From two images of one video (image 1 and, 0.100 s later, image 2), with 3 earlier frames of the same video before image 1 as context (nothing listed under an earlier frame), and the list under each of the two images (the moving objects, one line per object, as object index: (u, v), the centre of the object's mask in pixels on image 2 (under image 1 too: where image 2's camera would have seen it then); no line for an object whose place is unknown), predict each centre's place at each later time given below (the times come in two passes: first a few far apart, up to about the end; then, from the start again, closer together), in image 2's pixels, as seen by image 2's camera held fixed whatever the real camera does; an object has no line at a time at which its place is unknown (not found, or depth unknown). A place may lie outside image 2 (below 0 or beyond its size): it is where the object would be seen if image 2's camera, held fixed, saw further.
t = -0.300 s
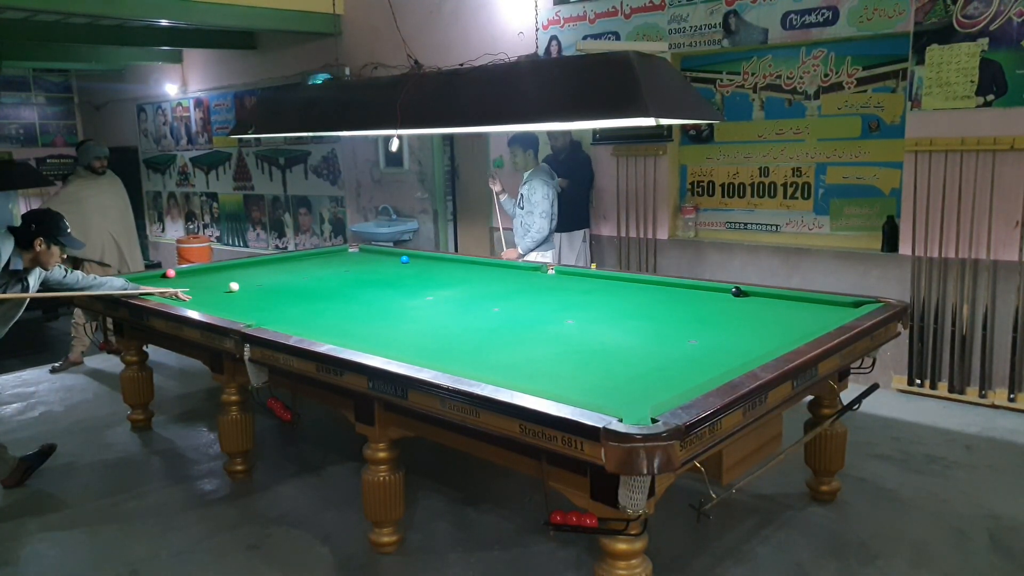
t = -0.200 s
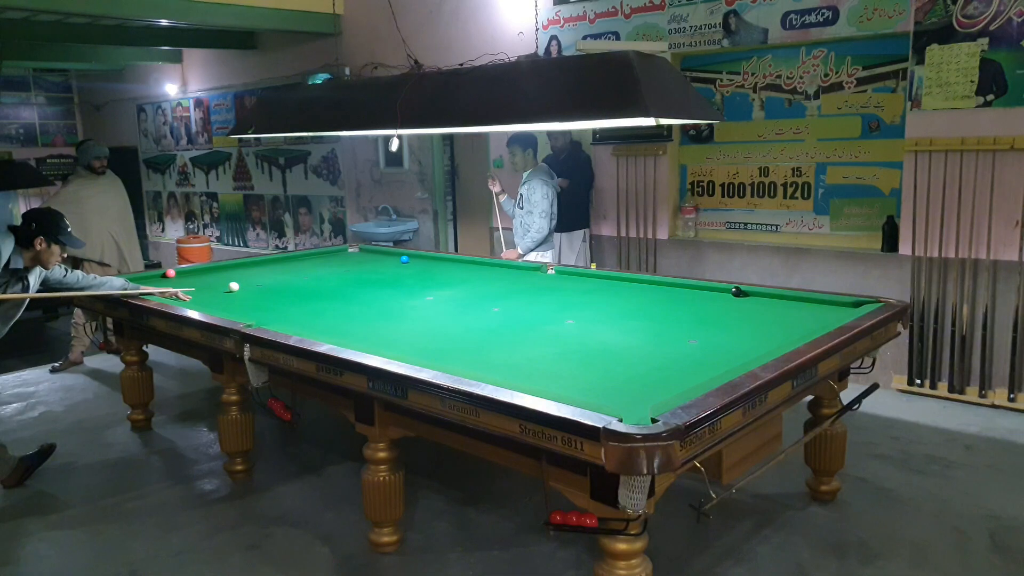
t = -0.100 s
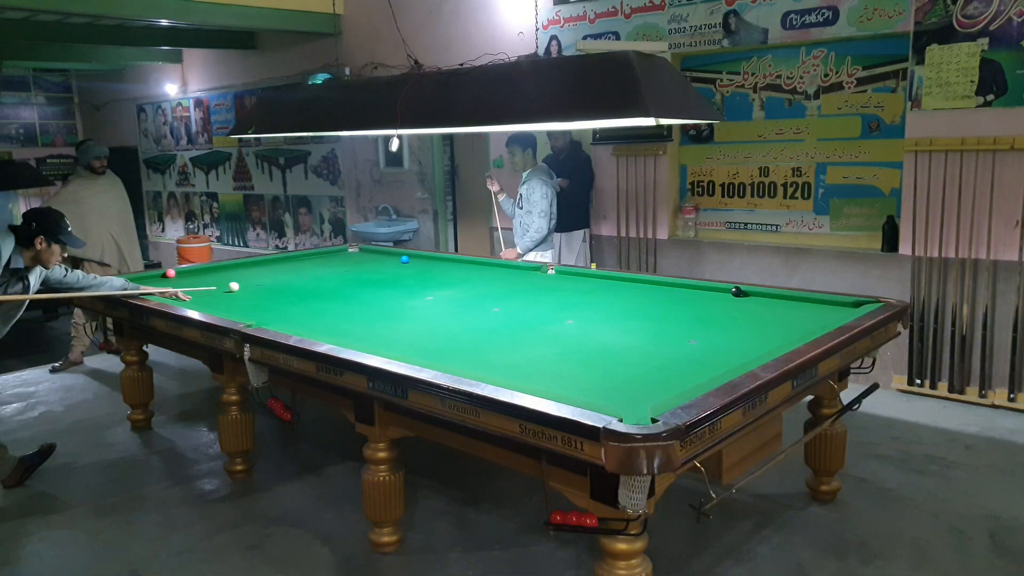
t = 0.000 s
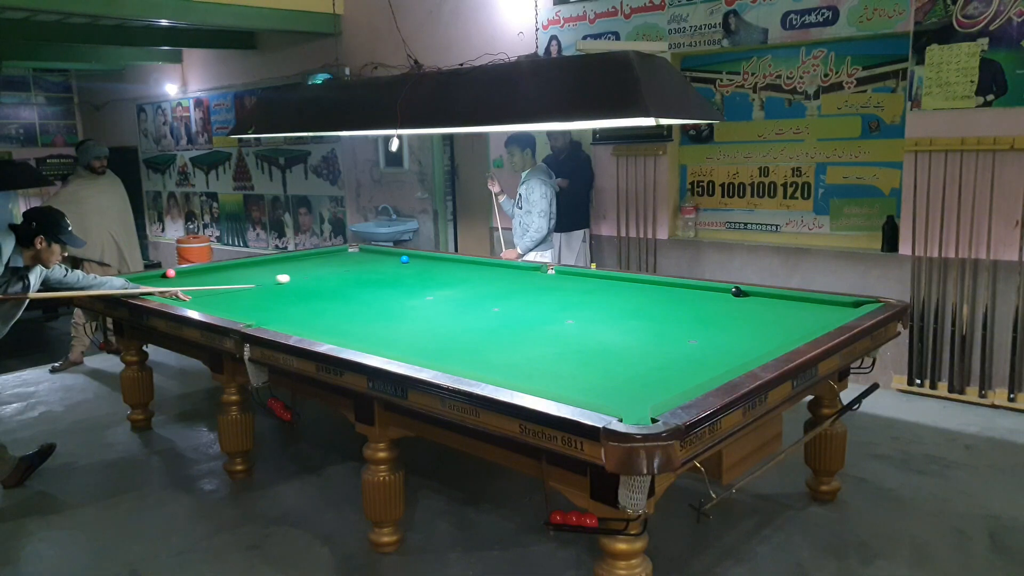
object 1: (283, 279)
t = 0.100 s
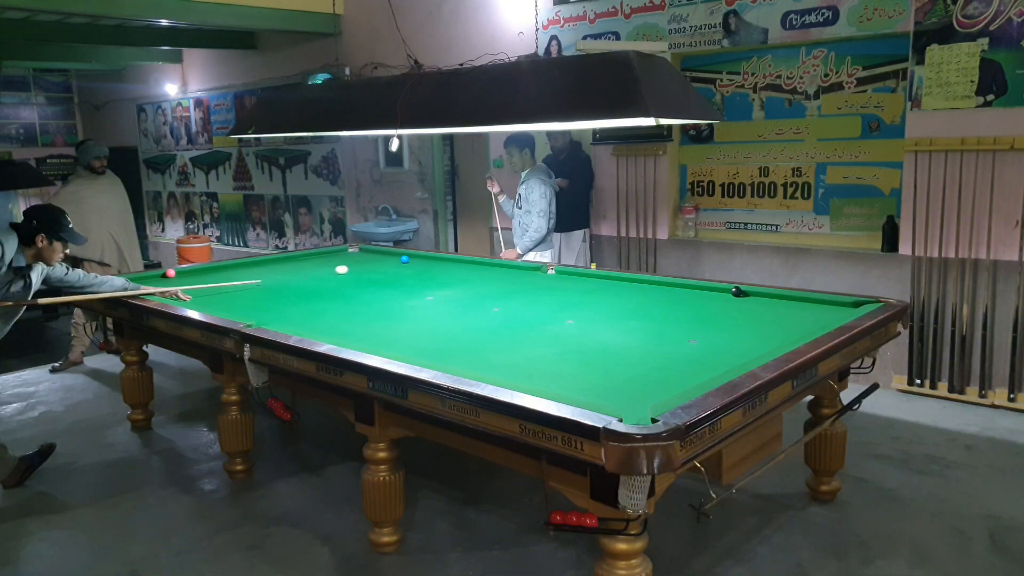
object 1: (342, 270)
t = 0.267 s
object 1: (413, 260)
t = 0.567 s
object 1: (438, 266)
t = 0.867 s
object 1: (421, 279)
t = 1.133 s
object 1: (403, 292)
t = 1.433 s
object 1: (380, 311)
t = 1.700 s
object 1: (353, 330)
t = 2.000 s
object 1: (373, 337)
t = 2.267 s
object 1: (420, 330)
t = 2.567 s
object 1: (469, 324)
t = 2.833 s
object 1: (507, 319)
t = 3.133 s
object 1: (545, 314)
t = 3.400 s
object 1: (577, 309)
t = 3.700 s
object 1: (608, 305)
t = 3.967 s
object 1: (634, 302)
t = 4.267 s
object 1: (659, 298)
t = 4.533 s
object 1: (679, 296)
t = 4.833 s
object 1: (699, 293)
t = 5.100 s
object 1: (715, 291)
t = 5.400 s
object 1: (723, 291)
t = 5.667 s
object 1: (721, 293)
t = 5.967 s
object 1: (720, 294)
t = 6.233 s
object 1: (720, 296)
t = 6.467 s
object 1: (720, 297)
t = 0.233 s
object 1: (402, 260)
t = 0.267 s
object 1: (413, 260)
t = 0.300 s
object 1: (424, 260)
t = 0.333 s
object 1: (435, 259)
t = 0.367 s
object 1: (446, 259)
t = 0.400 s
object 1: (447, 259)
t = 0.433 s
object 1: (445, 261)
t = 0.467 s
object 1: (443, 262)
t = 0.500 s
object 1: (441, 264)
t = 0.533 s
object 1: (439, 265)
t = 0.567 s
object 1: (438, 266)
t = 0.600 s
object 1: (436, 268)
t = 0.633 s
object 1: (434, 269)
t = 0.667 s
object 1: (433, 270)
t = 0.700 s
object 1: (431, 272)
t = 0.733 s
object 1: (429, 273)
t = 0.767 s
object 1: (427, 274)
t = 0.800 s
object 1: (425, 276)
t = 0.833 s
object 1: (423, 277)
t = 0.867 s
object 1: (421, 279)
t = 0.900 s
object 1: (419, 280)
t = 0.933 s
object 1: (417, 282)
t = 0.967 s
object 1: (415, 284)
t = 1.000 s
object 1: (413, 285)
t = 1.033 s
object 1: (410, 287)
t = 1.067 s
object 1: (408, 289)
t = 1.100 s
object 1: (406, 290)
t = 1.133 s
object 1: (403, 292)
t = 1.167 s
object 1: (401, 294)
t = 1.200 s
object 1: (399, 296)
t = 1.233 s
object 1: (396, 298)
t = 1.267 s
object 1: (394, 300)
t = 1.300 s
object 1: (391, 302)
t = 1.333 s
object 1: (388, 304)
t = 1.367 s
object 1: (385, 306)
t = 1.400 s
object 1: (382, 309)
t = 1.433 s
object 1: (380, 311)
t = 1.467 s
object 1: (377, 313)
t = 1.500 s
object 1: (374, 315)
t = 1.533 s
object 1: (370, 318)
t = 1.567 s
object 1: (367, 320)
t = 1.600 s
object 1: (364, 323)
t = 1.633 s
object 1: (361, 325)
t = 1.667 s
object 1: (357, 328)
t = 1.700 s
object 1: (353, 330)
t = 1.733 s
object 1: (350, 333)
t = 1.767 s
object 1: (347, 335)
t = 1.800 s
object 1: (343, 337)
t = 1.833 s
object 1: (340, 338)
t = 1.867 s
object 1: (347, 338)
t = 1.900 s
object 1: (354, 338)
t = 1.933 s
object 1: (360, 338)
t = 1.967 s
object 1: (366, 338)
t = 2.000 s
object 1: (373, 337)
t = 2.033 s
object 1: (379, 336)
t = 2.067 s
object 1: (385, 335)
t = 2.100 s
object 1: (391, 334)
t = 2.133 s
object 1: (397, 333)
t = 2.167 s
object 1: (403, 333)
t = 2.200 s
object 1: (409, 332)
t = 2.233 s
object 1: (415, 331)
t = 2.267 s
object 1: (420, 330)
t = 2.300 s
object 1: (426, 330)
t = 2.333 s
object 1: (432, 329)
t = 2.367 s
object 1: (437, 328)
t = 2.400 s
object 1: (443, 327)
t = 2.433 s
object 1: (448, 327)
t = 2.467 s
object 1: (453, 326)
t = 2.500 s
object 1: (458, 325)
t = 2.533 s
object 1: (463, 325)
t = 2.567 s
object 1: (469, 324)
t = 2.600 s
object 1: (473, 323)
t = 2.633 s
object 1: (478, 323)
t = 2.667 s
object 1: (483, 322)
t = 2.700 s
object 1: (488, 321)
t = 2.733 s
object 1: (493, 321)
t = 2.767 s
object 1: (497, 320)
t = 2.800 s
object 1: (502, 319)
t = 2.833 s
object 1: (507, 319)
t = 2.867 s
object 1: (511, 318)
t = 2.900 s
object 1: (516, 318)
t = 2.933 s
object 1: (520, 317)
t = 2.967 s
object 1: (524, 316)
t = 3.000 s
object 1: (529, 316)
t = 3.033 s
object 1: (533, 315)
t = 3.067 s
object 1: (537, 315)
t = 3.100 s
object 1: (541, 314)
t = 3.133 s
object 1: (545, 314)
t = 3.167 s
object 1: (550, 313)
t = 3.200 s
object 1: (554, 312)
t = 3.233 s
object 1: (557, 312)
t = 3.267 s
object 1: (562, 311)
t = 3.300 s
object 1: (565, 311)
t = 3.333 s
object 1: (569, 310)
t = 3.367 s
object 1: (573, 310)
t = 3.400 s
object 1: (577, 309)
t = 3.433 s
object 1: (580, 309)
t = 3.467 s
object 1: (584, 308)
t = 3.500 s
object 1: (588, 308)
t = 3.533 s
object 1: (591, 307)
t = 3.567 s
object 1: (595, 307)
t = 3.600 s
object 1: (598, 307)
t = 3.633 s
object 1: (601, 306)
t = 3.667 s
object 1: (605, 306)
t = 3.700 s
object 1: (608, 305)
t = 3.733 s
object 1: (611, 305)
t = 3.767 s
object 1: (615, 304)
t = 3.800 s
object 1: (618, 304)
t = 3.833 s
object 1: (621, 303)
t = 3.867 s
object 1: (624, 303)
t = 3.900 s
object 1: (627, 303)
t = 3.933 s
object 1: (630, 302)
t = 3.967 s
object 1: (634, 302)
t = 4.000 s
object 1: (637, 301)
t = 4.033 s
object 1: (640, 301)
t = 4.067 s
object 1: (642, 300)
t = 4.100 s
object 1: (645, 300)
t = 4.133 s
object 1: (648, 300)
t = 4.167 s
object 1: (651, 299)
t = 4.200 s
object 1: (654, 299)
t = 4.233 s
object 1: (656, 299)
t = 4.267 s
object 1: (659, 298)
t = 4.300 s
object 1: (662, 298)
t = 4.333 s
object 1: (664, 298)
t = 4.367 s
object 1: (667, 297)
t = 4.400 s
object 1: (669, 297)
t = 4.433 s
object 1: (672, 297)
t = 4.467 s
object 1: (674, 296)
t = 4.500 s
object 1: (677, 296)
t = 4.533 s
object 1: (679, 296)
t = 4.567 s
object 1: (682, 295)
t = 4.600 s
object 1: (684, 295)
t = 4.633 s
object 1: (686, 295)
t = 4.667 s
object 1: (689, 294)
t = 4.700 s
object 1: (691, 294)
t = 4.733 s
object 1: (693, 294)
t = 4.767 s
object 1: (695, 293)
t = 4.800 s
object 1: (697, 293)
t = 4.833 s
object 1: (699, 293)
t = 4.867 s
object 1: (702, 293)
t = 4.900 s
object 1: (703, 292)
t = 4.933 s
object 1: (706, 292)
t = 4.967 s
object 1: (707, 292)
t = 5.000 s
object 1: (709, 291)
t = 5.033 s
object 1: (711, 291)
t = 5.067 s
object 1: (713, 291)
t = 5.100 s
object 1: (715, 291)
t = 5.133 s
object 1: (717, 290)
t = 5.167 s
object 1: (719, 290)
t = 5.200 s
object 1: (720, 290)
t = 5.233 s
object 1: (722, 290)
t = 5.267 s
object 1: (723, 290)
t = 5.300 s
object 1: (723, 290)
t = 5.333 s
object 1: (723, 290)
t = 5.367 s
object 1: (723, 290)
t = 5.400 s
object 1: (723, 291)
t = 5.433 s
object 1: (723, 291)
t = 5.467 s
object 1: (723, 291)
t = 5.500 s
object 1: (722, 291)
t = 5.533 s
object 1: (722, 292)
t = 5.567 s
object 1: (722, 292)
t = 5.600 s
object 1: (722, 292)
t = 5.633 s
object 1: (722, 292)
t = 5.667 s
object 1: (721, 293)
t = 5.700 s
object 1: (721, 293)
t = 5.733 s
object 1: (721, 293)
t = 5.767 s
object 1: (721, 293)
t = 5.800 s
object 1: (721, 293)
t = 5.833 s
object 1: (721, 294)
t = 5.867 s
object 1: (721, 294)
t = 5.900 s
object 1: (721, 294)
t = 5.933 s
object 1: (720, 294)
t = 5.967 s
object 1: (720, 294)
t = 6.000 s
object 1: (720, 295)
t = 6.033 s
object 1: (720, 295)
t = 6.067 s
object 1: (720, 295)
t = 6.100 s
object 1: (720, 295)
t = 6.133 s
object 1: (720, 295)
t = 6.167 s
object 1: (720, 296)
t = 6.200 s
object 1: (720, 296)
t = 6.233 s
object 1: (720, 296)
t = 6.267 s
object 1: (720, 296)
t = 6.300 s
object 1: (720, 296)
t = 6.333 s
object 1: (720, 296)
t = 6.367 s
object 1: (720, 296)
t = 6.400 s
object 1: (720, 296)
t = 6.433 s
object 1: (720, 297)
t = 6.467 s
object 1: (720, 297)
